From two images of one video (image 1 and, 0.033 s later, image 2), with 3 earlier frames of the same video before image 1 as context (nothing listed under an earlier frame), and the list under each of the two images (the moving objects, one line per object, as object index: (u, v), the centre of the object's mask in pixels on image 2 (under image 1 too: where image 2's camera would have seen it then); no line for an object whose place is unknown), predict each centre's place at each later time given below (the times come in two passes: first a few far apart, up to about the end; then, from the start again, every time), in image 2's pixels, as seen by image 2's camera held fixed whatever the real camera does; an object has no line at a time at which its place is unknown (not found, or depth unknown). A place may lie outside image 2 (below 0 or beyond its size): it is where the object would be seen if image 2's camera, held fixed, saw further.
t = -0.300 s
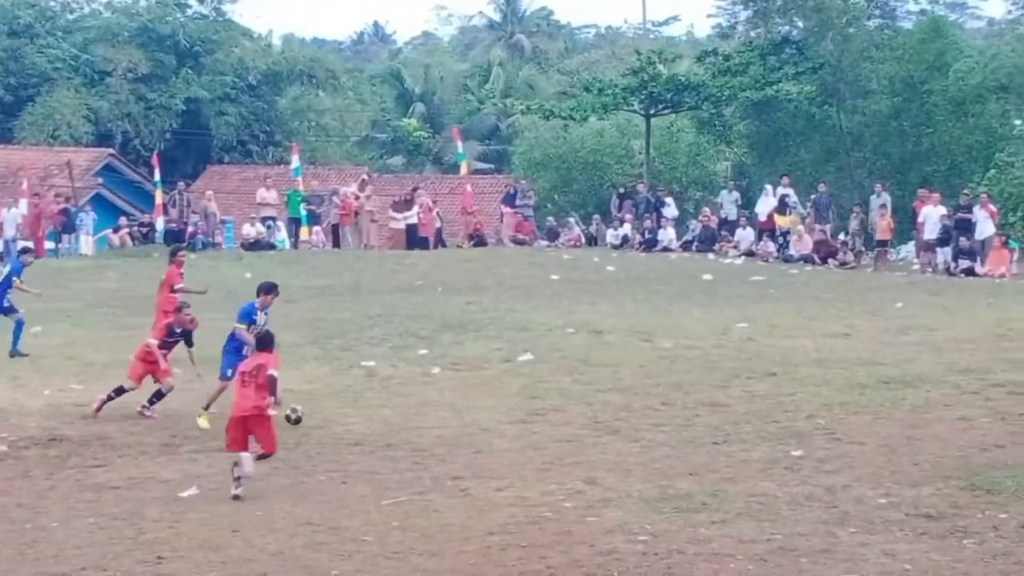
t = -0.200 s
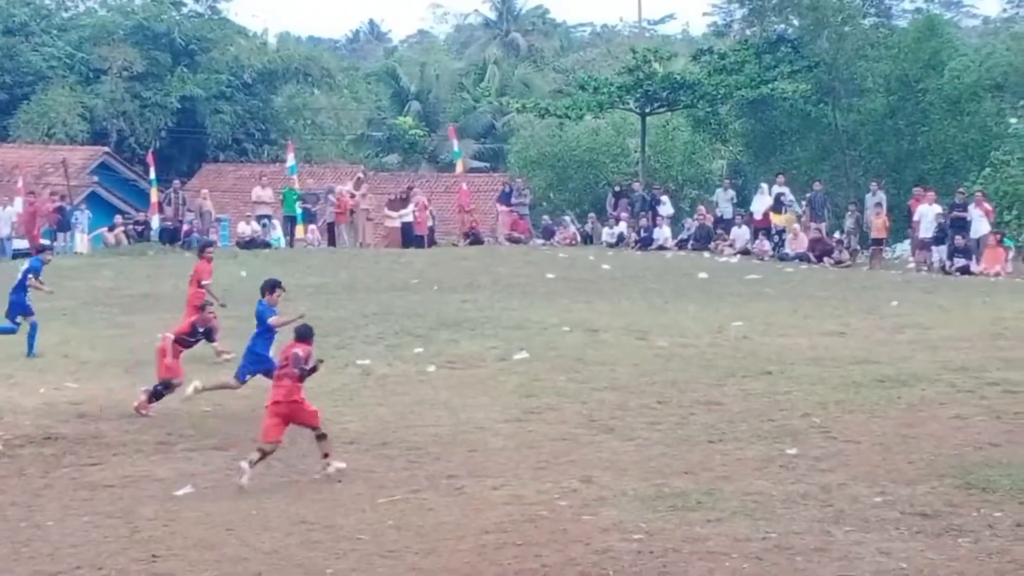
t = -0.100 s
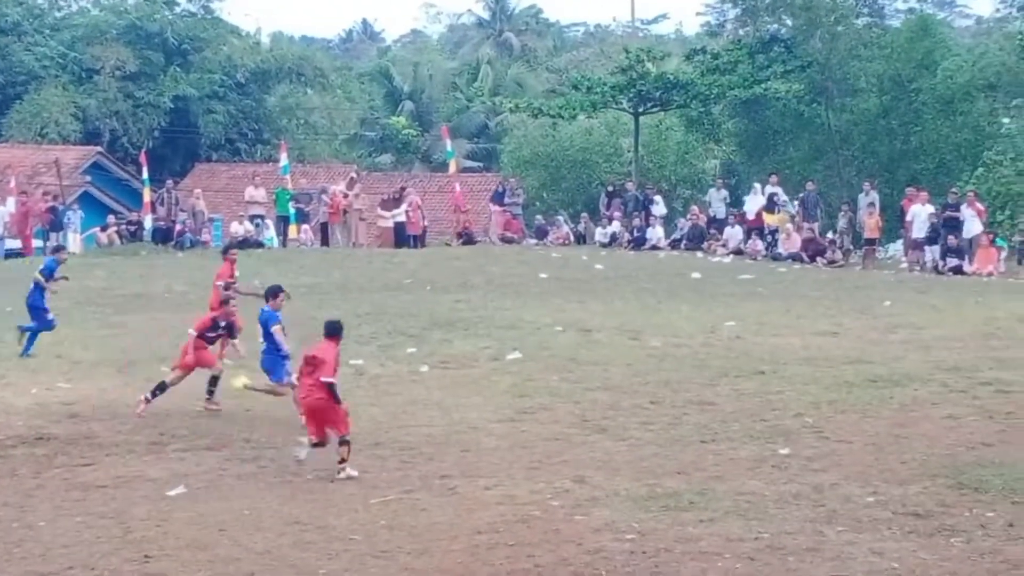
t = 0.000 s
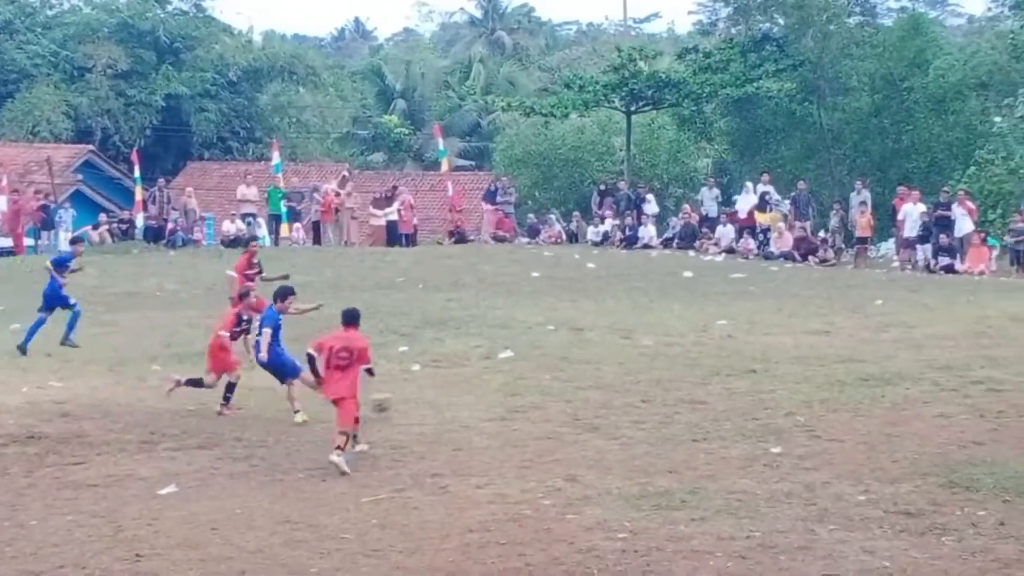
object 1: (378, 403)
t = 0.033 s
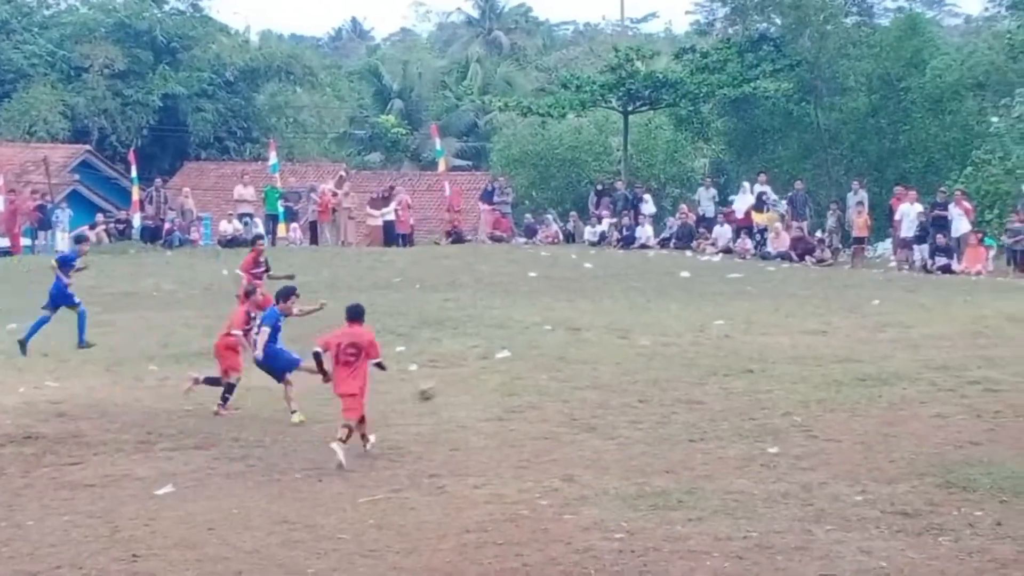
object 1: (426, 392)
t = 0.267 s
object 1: (698, 355)
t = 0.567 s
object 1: (912, 334)
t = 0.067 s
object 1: (471, 381)
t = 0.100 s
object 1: (514, 372)
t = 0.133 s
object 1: (554, 366)
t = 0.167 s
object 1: (594, 360)
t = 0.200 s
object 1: (631, 358)
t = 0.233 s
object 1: (665, 353)
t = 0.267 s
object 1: (698, 355)
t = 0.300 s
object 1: (730, 356)
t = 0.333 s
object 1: (759, 356)
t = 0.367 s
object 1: (787, 352)
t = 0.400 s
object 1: (810, 349)
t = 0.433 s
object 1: (832, 343)
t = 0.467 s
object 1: (853, 338)
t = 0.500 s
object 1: (874, 337)
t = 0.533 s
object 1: (893, 336)
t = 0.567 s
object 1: (912, 334)
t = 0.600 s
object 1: (928, 331)
